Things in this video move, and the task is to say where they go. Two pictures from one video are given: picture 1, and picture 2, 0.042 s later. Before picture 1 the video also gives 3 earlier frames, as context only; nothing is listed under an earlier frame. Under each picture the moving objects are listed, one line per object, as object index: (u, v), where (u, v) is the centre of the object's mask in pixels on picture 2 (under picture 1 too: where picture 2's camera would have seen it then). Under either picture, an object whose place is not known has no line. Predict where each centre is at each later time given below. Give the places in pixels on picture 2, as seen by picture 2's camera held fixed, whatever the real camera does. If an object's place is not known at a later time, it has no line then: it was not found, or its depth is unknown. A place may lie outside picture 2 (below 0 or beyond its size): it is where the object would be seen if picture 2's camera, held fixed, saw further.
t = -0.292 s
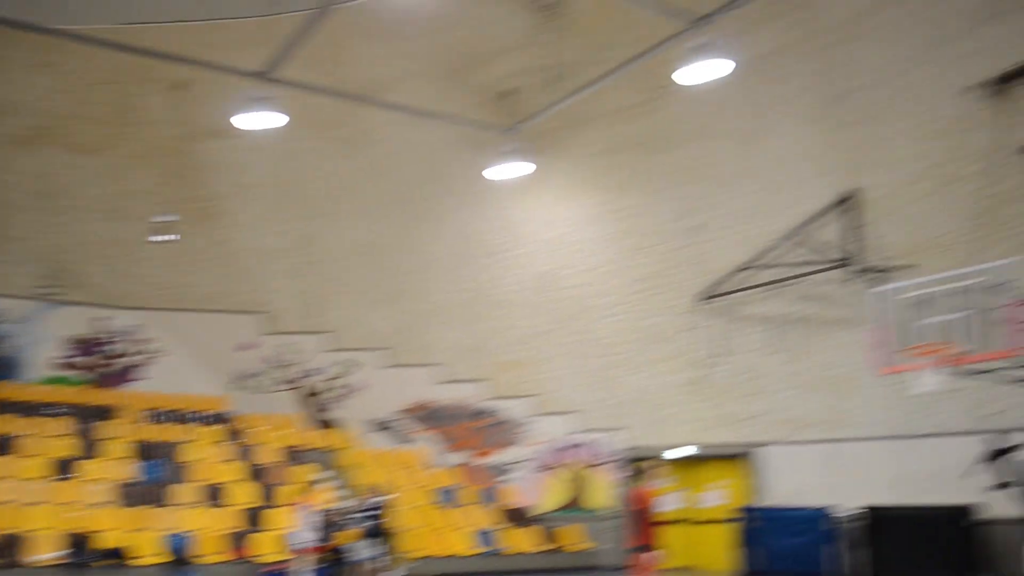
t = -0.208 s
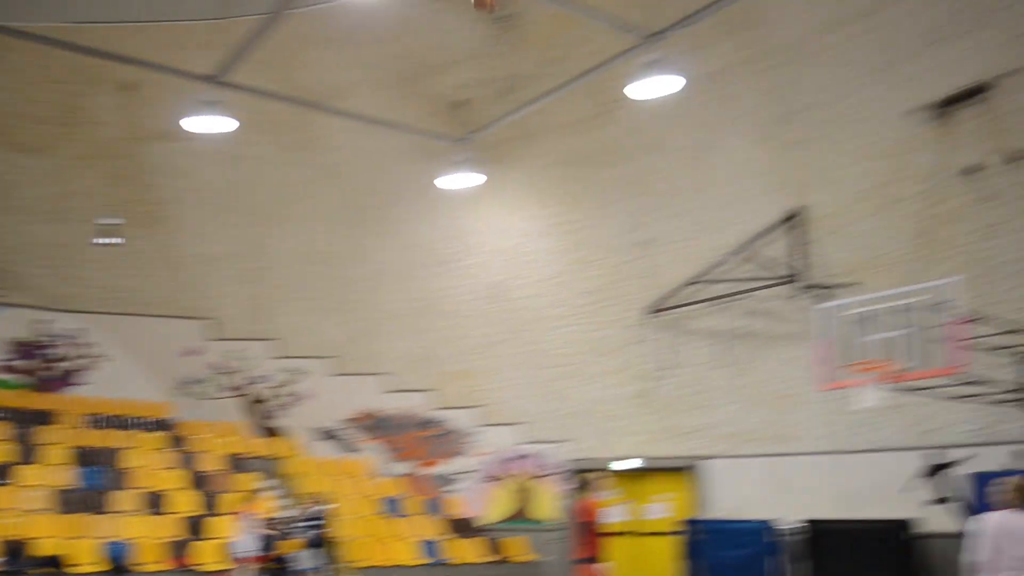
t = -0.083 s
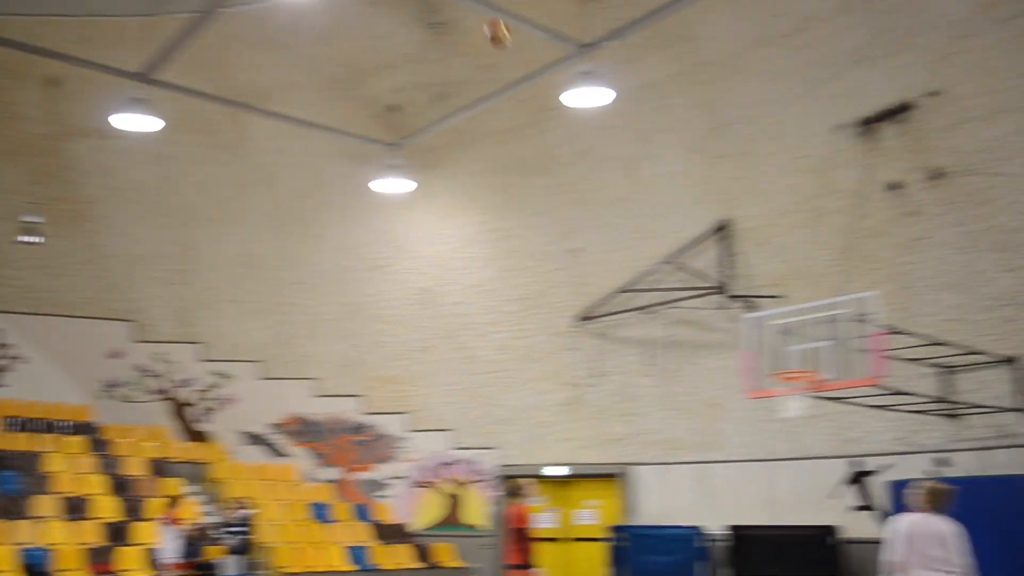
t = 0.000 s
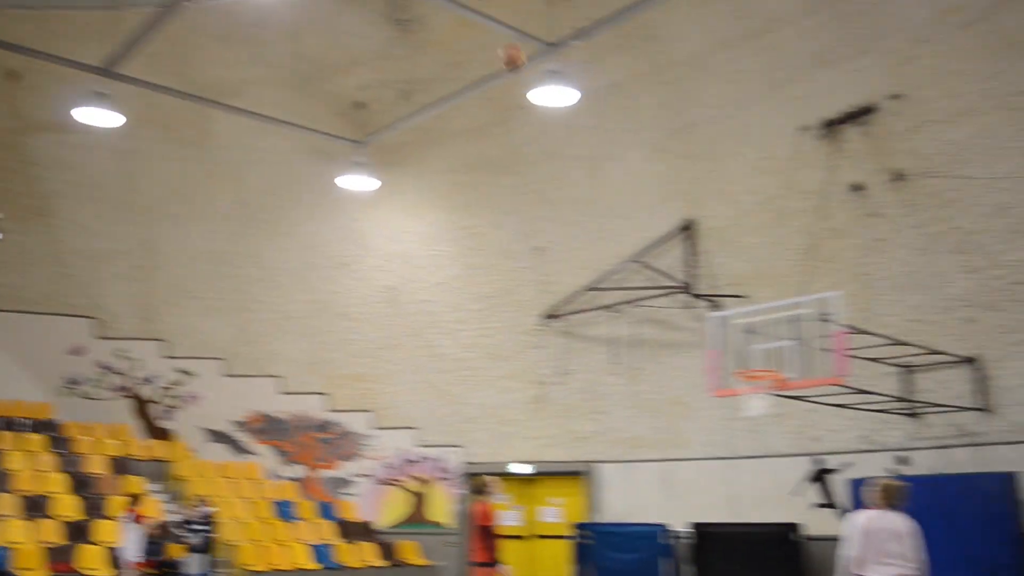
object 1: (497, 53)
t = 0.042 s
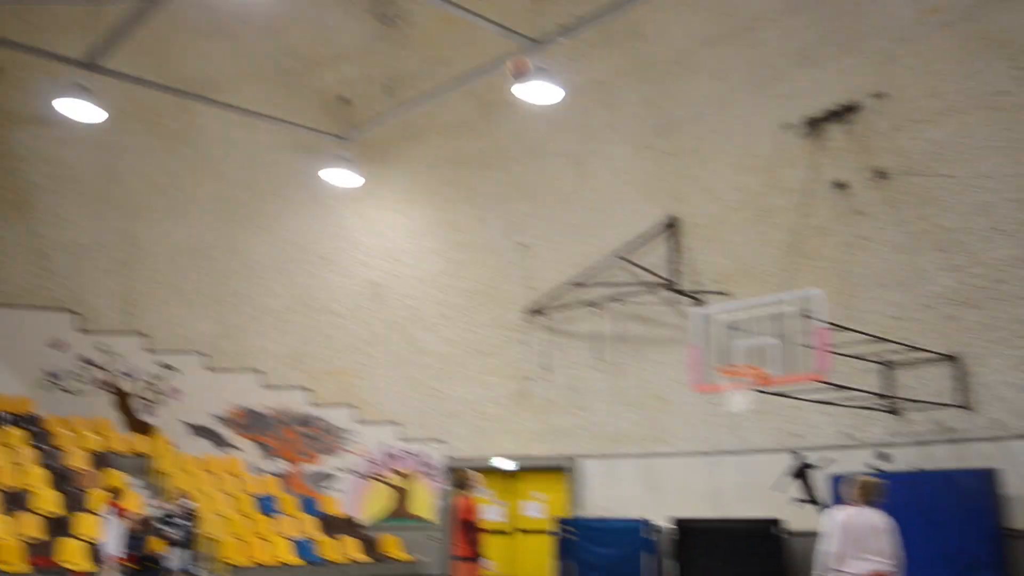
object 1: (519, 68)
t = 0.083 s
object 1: (543, 79)
